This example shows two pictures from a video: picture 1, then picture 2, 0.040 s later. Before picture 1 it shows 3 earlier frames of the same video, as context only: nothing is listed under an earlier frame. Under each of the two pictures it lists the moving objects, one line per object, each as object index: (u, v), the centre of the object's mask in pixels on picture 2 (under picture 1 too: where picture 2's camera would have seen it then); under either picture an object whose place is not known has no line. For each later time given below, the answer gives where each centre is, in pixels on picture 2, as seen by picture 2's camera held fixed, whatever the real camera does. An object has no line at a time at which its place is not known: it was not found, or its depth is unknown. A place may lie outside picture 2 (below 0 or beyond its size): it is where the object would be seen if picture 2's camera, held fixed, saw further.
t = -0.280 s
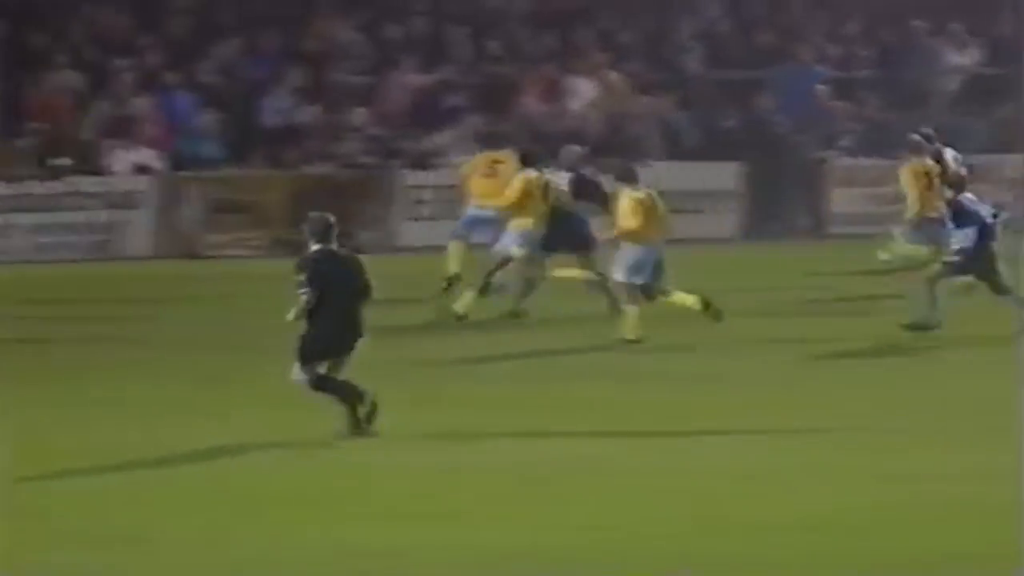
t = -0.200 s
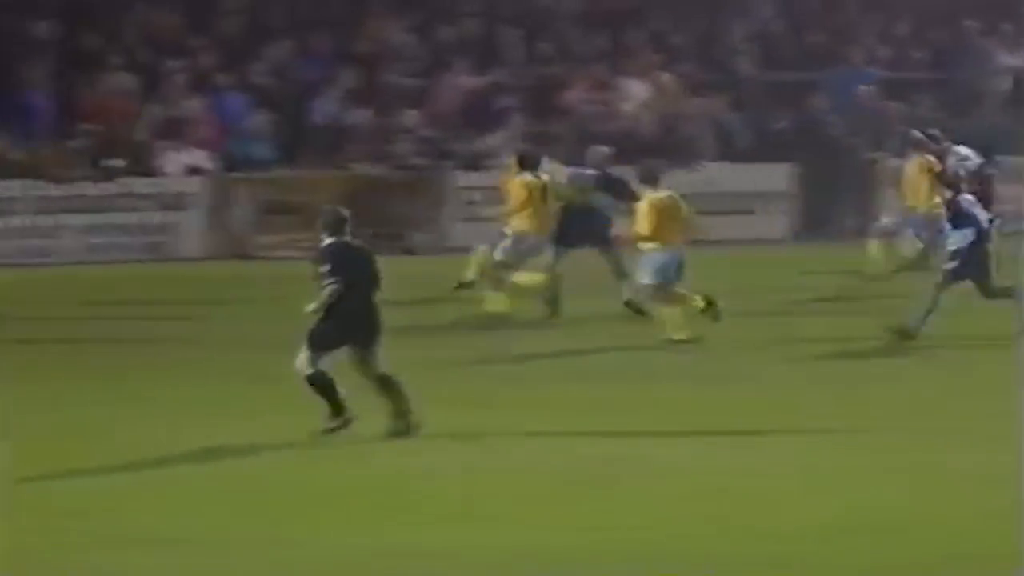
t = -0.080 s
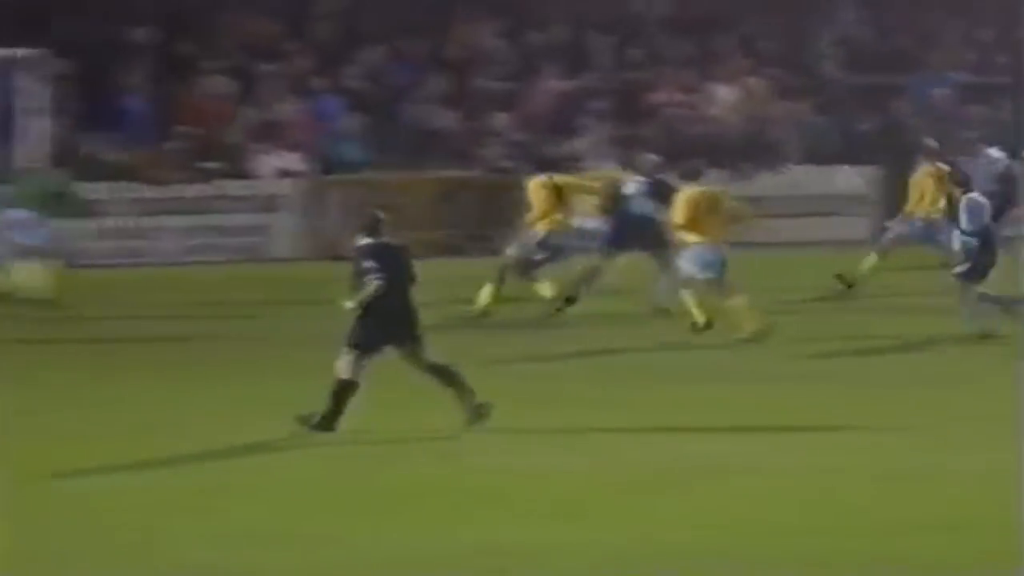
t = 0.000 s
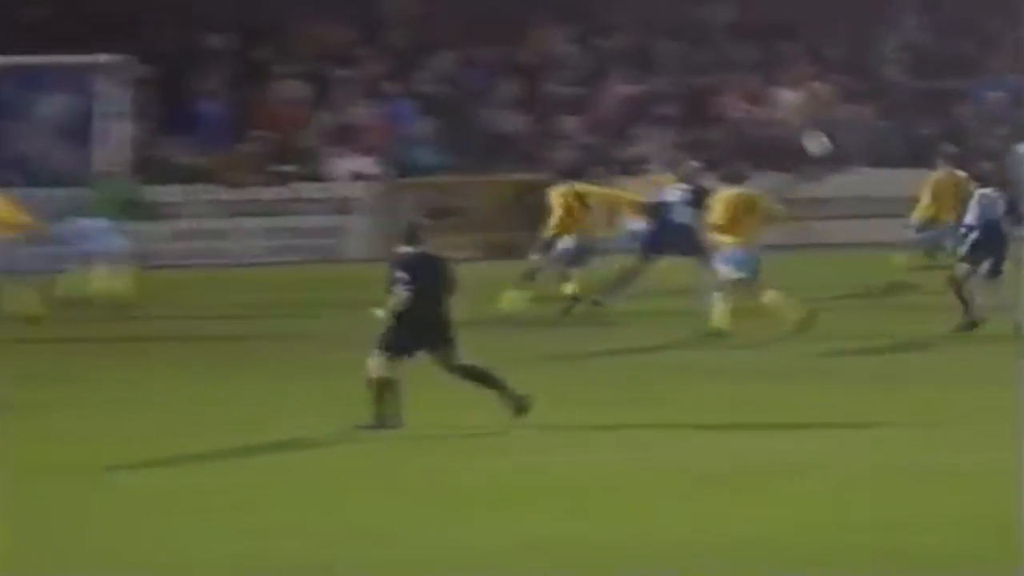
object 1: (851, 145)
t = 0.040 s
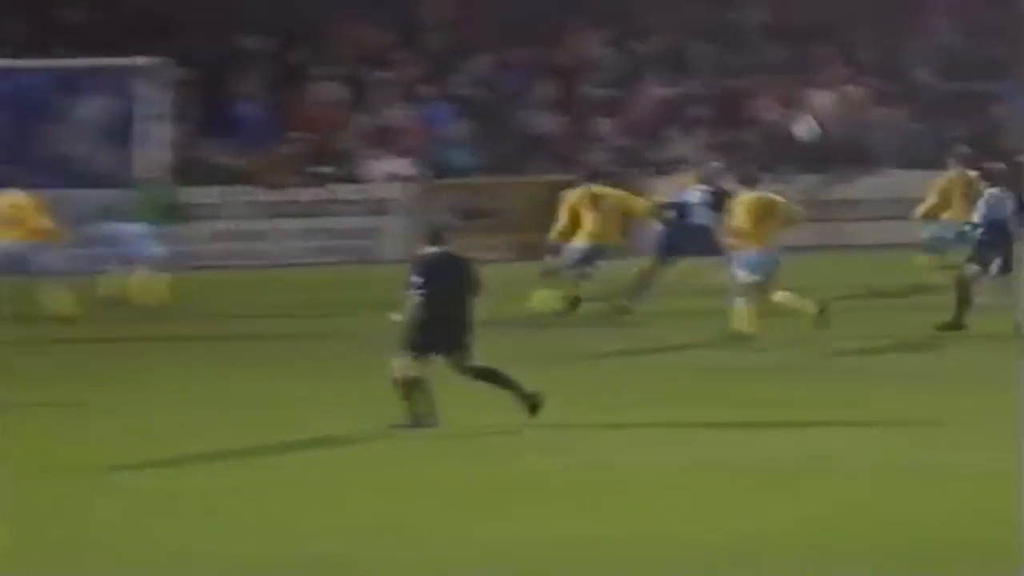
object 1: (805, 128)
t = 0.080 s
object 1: (759, 109)
